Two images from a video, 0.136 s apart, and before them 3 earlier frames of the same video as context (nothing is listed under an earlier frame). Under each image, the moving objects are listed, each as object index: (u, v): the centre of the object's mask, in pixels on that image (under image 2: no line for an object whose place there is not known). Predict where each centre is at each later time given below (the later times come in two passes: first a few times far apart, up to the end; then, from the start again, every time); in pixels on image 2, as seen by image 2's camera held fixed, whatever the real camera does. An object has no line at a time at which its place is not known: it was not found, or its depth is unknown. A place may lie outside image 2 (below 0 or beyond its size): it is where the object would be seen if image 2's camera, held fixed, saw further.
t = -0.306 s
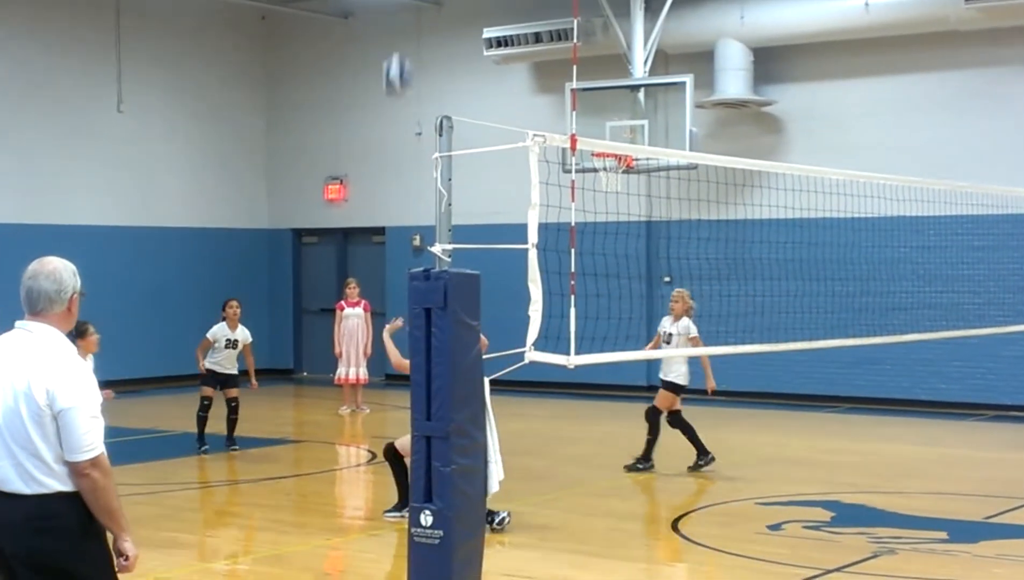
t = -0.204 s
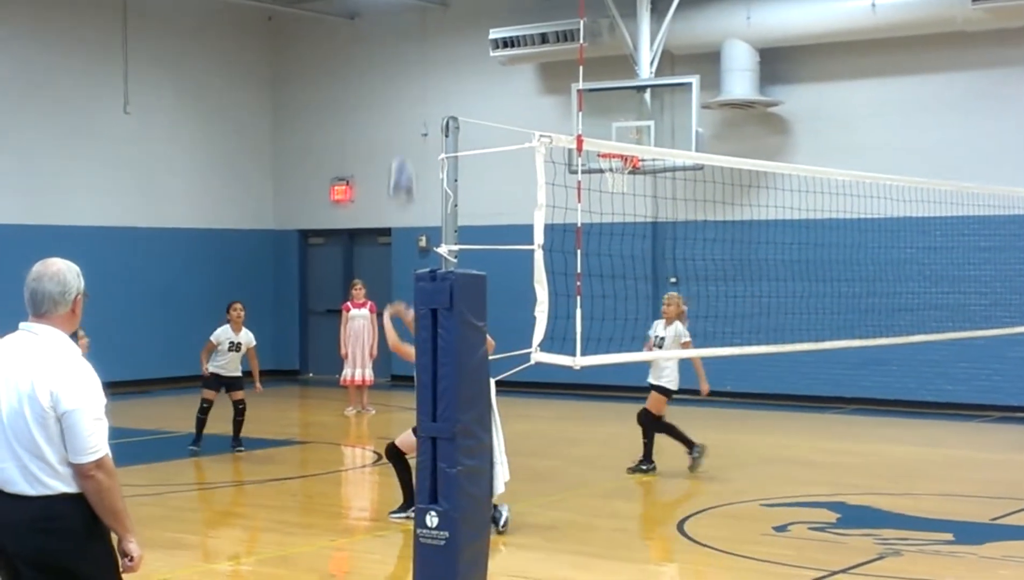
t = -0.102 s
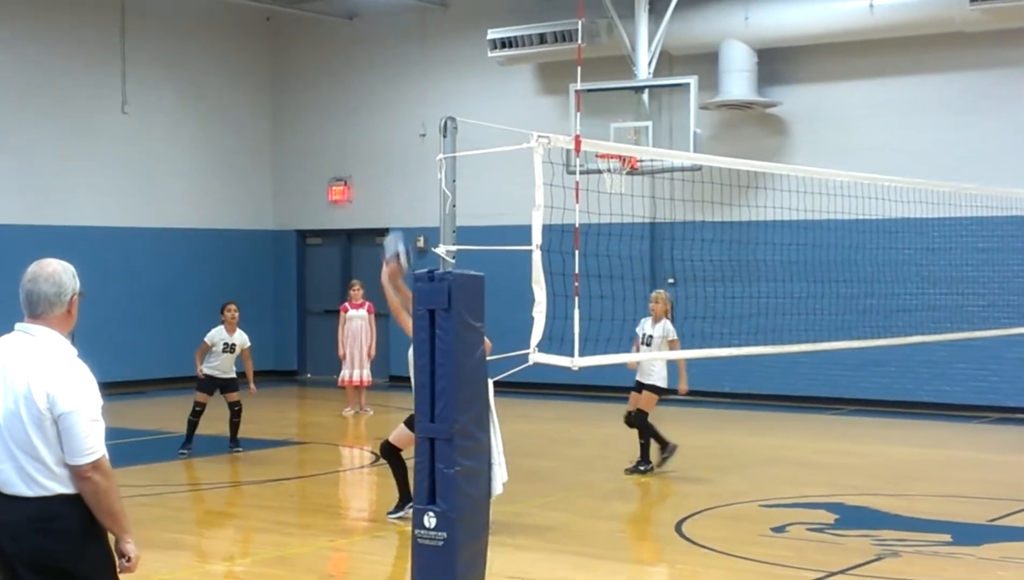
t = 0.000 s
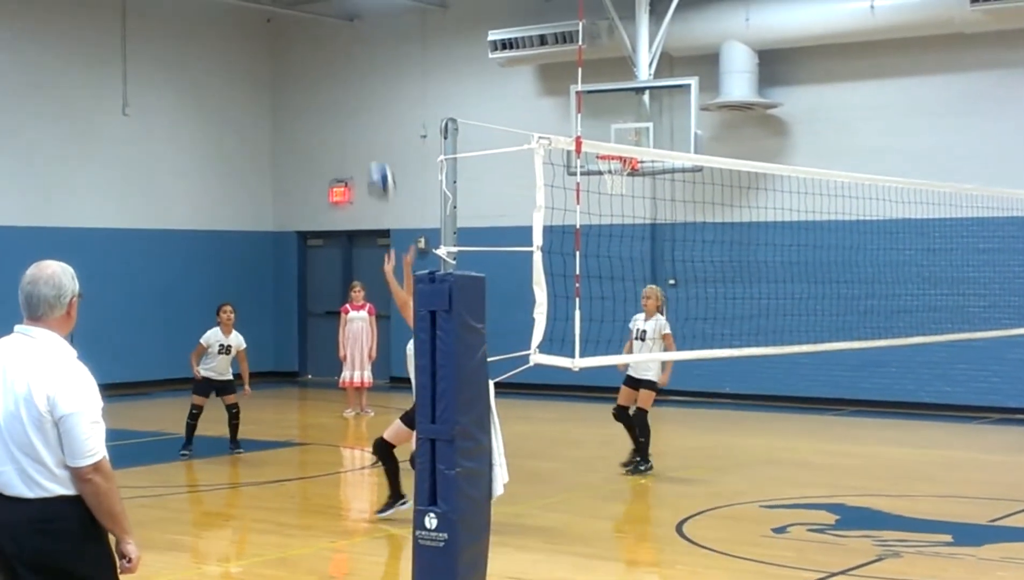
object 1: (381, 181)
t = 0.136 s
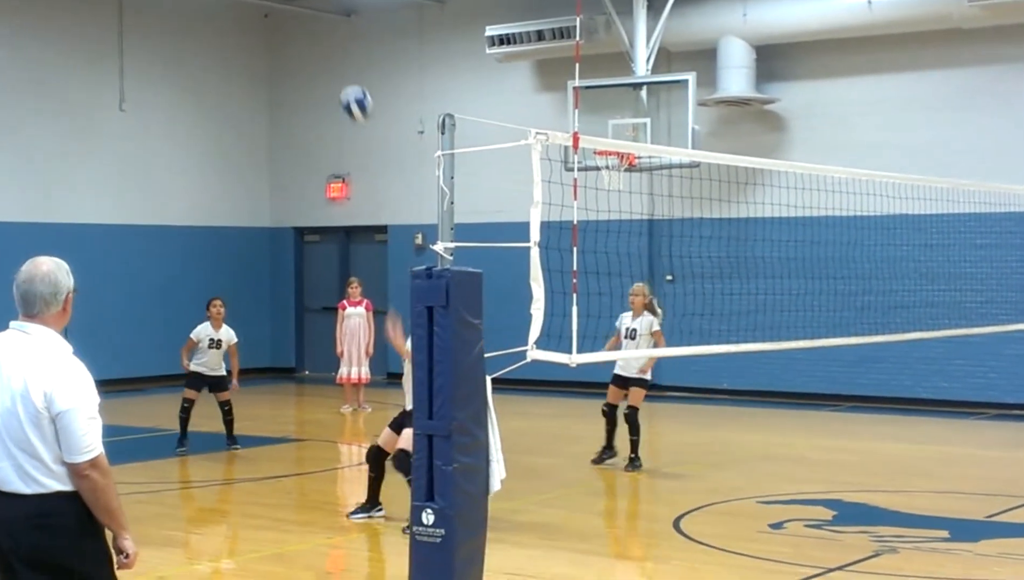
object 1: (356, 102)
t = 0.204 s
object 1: (346, 75)
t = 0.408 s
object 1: (312, 32)
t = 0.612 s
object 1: (281, 47)
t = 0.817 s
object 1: (251, 124)
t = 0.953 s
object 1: (231, 210)
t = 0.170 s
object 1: (351, 88)
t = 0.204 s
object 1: (346, 75)
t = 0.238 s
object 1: (340, 64)
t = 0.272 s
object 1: (334, 54)
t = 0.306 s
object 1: (329, 46)
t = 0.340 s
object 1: (324, 40)
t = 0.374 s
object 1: (318, 35)
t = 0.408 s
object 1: (312, 32)
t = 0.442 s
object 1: (307, 30)
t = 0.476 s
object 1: (301, 30)
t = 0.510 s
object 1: (296, 31)
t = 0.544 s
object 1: (291, 36)
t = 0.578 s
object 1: (286, 41)
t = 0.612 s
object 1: (281, 47)
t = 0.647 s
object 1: (276, 56)
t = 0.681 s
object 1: (270, 66)
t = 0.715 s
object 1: (265, 79)
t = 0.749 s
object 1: (261, 93)
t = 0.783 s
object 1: (255, 108)
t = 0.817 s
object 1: (251, 124)
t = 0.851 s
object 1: (245, 143)
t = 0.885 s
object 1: (241, 163)
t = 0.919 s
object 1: (236, 185)
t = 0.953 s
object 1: (231, 210)
